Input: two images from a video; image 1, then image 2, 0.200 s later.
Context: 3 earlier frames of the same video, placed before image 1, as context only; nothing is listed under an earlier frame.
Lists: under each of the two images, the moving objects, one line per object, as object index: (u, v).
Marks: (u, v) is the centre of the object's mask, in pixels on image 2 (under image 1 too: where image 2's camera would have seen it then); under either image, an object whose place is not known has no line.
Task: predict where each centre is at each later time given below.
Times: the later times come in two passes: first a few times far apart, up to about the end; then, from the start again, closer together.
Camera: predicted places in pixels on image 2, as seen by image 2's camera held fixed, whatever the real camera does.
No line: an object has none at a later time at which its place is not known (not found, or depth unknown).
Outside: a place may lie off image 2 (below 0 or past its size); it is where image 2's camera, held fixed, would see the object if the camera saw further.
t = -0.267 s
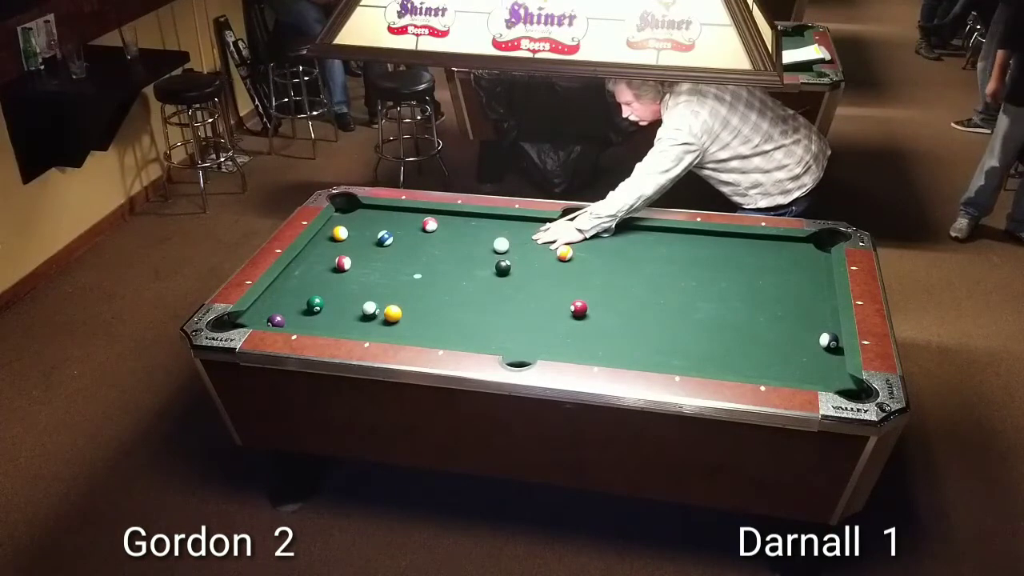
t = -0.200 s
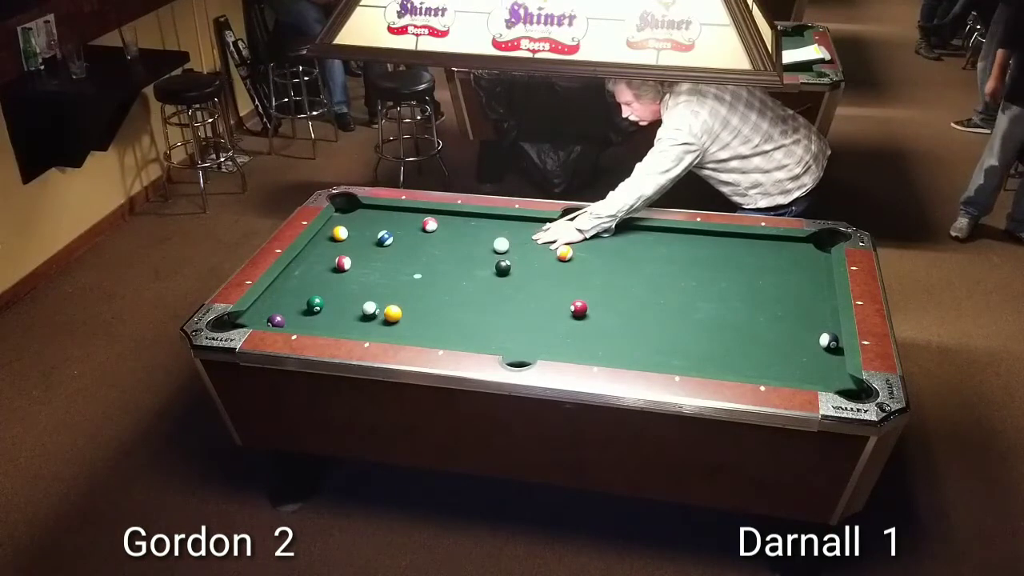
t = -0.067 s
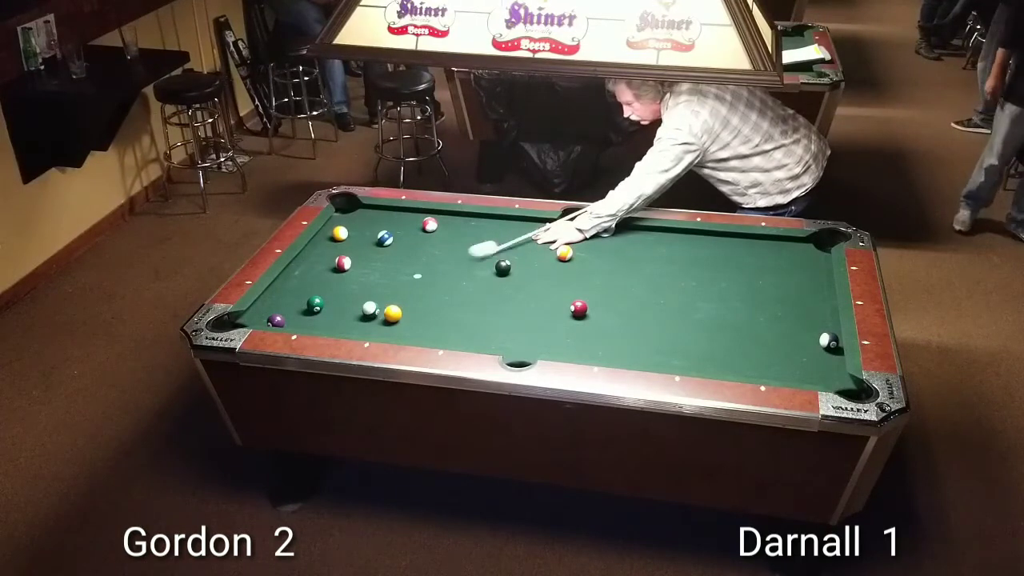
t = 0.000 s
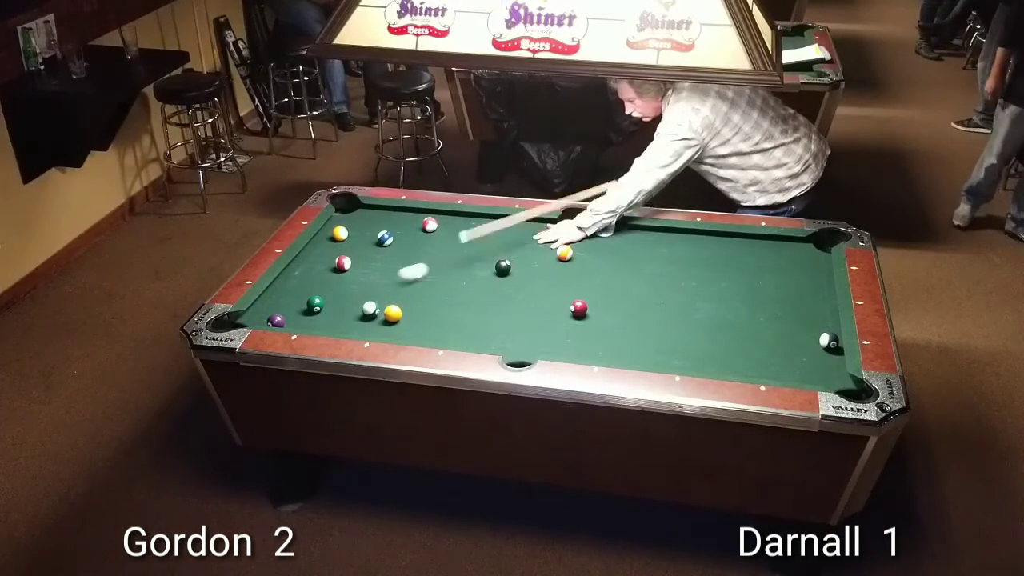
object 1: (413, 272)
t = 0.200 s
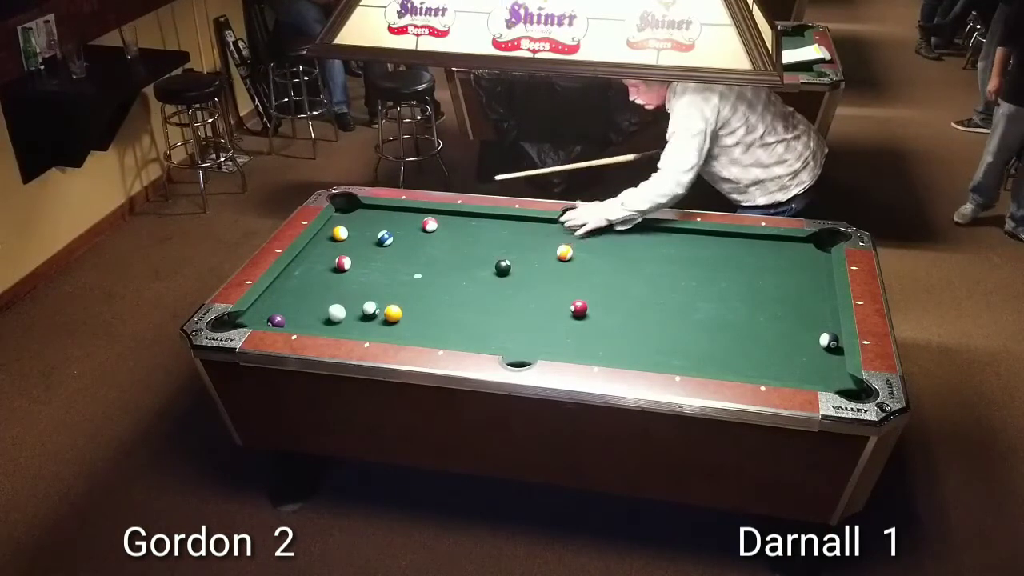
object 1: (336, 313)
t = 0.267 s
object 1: (342, 318)
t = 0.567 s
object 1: (385, 328)
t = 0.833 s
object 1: (426, 334)
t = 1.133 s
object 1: (470, 341)
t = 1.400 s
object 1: (507, 344)
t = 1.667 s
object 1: (542, 346)
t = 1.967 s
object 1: (580, 348)
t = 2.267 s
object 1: (614, 350)
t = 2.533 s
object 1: (642, 351)
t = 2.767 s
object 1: (665, 352)
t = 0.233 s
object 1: (339, 315)
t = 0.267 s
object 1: (342, 318)
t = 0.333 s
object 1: (349, 322)
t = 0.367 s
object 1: (354, 323)
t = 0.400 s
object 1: (359, 324)
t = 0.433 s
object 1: (364, 325)
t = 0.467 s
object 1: (369, 326)
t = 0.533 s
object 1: (380, 328)
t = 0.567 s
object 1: (385, 328)
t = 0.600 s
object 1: (390, 329)
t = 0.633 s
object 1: (396, 330)
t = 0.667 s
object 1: (400, 331)
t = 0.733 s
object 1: (411, 332)
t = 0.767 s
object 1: (415, 333)
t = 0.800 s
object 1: (421, 334)
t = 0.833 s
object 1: (426, 334)
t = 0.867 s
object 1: (431, 335)
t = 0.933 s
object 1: (441, 337)
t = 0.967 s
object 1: (446, 337)
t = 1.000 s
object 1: (450, 338)
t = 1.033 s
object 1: (455, 339)
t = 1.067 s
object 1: (460, 339)
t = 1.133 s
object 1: (470, 341)
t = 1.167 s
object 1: (475, 342)
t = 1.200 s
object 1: (480, 342)
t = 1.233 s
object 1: (485, 342)
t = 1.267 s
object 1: (489, 342)
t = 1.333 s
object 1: (498, 343)
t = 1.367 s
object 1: (503, 344)
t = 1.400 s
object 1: (507, 344)
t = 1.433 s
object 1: (512, 345)
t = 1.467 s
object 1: (516, 346)
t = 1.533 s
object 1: (525, 346)
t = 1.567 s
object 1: (530, 347)
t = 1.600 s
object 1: (534, 347)
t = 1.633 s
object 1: (538, 347)
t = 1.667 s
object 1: (542, 346)
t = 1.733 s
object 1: (551, 347)
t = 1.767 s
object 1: (555, 347)
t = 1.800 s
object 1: (559, 347)
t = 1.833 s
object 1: (564, 347)
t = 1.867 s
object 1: (568, 348)
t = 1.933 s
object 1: (575, 348)
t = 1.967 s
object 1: (580, 348)
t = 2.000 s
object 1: (583, 349)
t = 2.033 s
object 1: (587, 349)
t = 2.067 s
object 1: (591, 349)
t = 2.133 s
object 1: (599, 349)
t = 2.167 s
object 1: (603, 350)
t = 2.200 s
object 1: (607, 350)
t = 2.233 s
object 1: (610, 350)
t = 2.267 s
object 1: (614, 350)
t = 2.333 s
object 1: (621, 350)
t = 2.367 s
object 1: (625, 351)
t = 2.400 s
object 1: (629, 350)
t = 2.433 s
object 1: (632, 351)
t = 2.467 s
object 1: (636, 351)
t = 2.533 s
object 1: (642, 351)
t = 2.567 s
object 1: (646, 351)
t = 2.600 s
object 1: (649, 351)
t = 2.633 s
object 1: (653, 351)
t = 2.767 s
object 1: (665, 352)
